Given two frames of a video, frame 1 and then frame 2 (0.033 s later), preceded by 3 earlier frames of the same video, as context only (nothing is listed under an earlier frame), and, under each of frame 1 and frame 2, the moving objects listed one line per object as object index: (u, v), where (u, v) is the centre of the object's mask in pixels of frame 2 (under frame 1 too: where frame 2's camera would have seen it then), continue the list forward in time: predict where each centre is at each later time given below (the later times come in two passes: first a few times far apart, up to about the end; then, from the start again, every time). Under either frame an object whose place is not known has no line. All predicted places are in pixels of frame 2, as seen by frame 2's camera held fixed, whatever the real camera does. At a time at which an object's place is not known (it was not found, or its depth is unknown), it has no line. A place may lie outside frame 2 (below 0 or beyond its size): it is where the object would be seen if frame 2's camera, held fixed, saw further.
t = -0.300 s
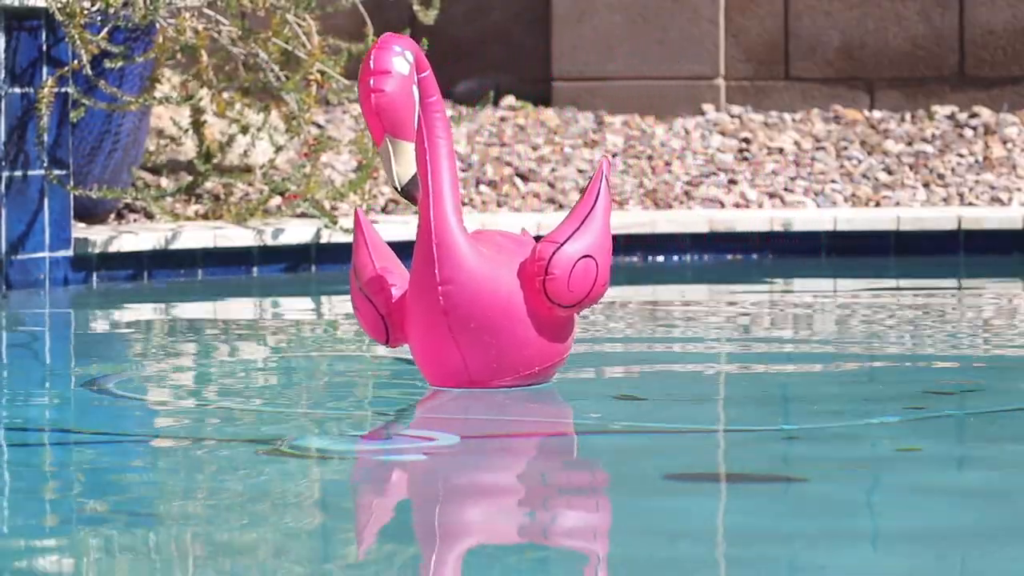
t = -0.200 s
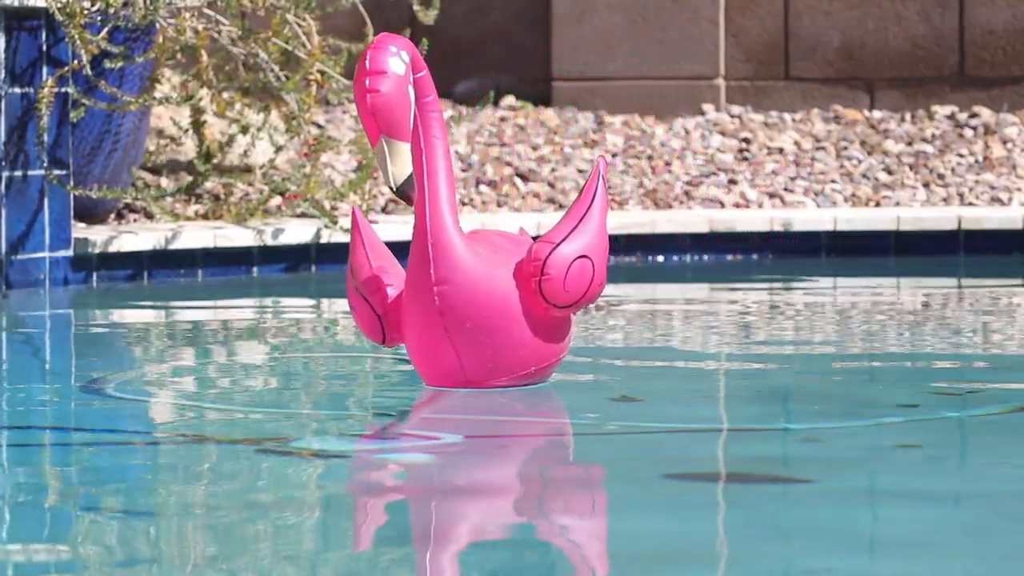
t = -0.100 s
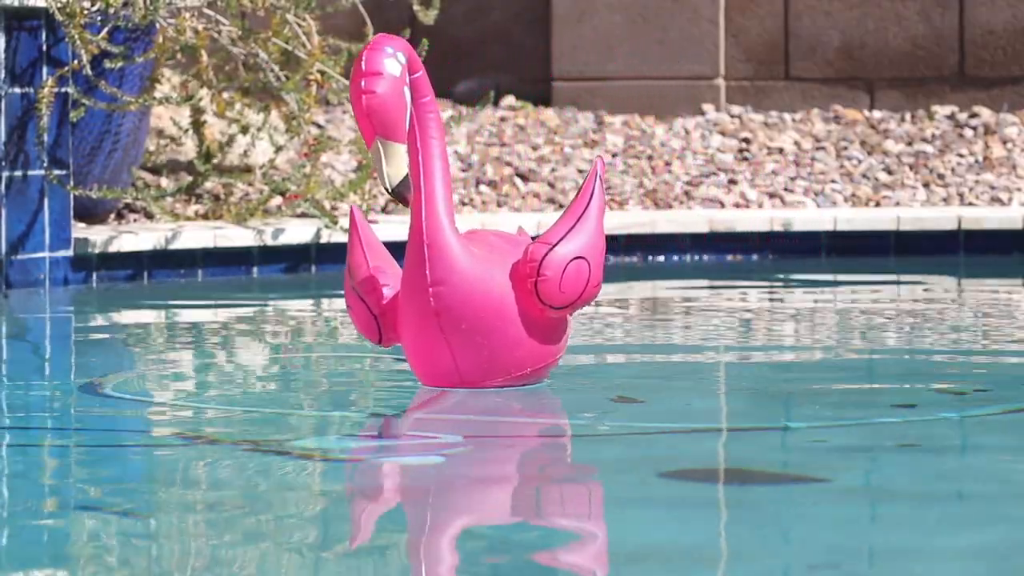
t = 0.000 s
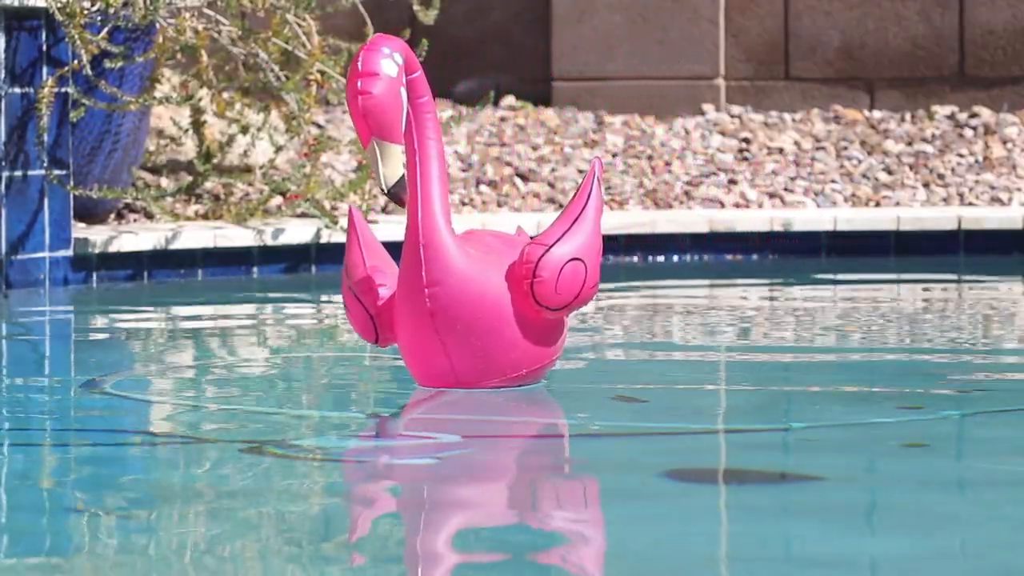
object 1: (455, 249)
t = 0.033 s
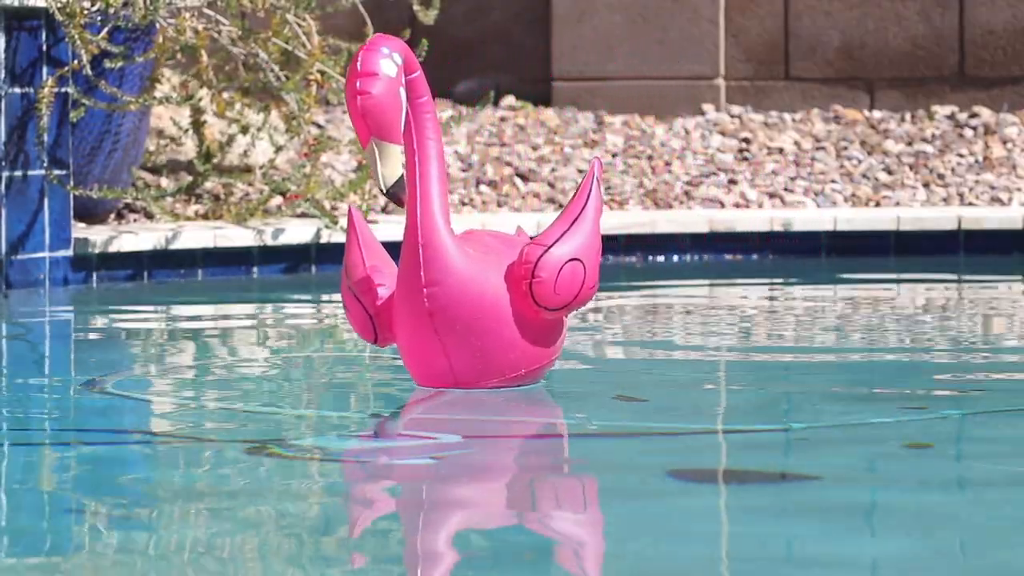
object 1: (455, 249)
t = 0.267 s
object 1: (446, 248)
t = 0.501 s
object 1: (439, 247)
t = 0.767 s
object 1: (428, 247)
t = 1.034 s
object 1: (422, 246)
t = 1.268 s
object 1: (415, 246)
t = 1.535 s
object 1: (407, 247)
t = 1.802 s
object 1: (398, 246)
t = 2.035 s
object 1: (390, 247)
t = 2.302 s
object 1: (381, 247)
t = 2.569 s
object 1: (370, 250)
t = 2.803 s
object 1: (357, 252)
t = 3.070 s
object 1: (339, 256)
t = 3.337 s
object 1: (320, 256)
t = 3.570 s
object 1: (300, 256)
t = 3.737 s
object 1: (284, 256)
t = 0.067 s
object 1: (452, 249)
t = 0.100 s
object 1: (451, 248)
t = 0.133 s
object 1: (450, 248)
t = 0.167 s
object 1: (449, 248)
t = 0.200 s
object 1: (448, 248)
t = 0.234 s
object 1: (448, 248)
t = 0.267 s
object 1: (446, 248)
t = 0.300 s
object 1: (446, 247)
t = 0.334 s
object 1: (443, 247)
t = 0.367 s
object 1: (442, 247)
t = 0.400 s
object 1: (441, 247)
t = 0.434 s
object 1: (440, 247)
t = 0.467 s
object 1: (439, 247)
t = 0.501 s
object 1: (439, 247)
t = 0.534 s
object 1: (437, 247)
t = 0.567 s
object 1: (435, 247)
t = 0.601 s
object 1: (434, 247)
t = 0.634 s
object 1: (434, 247)
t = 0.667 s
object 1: (431, 247)
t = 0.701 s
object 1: (430, 247)
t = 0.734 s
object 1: (429, 247)
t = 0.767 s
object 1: (428, 247)
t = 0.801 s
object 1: (427, 247)
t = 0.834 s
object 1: (426, 247)
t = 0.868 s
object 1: (426, 247)
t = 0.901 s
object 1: (425, 247)
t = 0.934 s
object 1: (423, 247)
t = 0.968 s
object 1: (423, 248)
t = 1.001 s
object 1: (423, 246)
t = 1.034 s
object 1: (422, 246)
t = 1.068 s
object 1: (421, 247)
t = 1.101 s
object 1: (420, 247)
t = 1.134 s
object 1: (420, 247)
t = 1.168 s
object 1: (418, 245)
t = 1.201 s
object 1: (418, 245)
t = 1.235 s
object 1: (416, 247)
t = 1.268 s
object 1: (415, 246)
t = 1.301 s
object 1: (415, 246)
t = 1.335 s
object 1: (415, 246)
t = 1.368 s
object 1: (413, 246)
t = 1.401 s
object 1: (413, 246)
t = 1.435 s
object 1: (412, 247)
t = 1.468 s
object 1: (410, 246)
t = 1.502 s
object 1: (409, 247)
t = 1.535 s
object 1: (407, 247)
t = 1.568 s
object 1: (407, 247)
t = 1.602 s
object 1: (406, 247)
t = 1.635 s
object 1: (405, 247)
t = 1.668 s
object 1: (404, 247)
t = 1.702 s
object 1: (403, 247)
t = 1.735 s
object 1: (401, 248)
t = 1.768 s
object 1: (399, 246)
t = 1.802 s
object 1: (398, 246)
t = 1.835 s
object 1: (397, 246)
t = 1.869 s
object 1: (396, 246)
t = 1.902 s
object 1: (394, 246)
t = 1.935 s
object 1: (392, 246)
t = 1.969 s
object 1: (392, 246)
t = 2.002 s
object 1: (391, 246)
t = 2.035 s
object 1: (390, 247)
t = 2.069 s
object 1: (389, 248)
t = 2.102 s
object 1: (387, 247)
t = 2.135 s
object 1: (387, 247)
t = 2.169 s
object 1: (386, 247)
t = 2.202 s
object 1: (385, 247)
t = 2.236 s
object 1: (383, 247)
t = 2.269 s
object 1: (382, 247)
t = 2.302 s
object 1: (381, 247)
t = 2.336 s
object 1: (380, 248)
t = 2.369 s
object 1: (379, 248)
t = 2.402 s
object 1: (377, 248)
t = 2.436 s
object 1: (376, 248)
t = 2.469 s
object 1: (375, 249)
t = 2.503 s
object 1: (373, 249)
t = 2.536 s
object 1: (372, 250)
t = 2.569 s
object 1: (370, 250)
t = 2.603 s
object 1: (368, 250)
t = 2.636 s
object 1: (367, 251)
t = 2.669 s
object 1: (365, 251)
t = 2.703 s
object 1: (363, 252)
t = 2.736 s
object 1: (361, 252)
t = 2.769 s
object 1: (359, 252)
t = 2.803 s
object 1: (357, 252)
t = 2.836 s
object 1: (355, 253)
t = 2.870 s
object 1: (353, 254)
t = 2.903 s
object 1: (351, 254)
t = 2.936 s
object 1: (349, 254)
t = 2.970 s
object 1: (346, 254)
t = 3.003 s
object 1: (344, 255)
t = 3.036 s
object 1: (342, 255)
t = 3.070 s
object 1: (339, 256)
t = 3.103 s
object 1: (337, 256)
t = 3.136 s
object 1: (335, 256)
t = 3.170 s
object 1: (333, 256)
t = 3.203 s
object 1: (330, 256)
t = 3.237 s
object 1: (327, 256)
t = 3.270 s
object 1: (325, 256)
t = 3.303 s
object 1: (323, 256)
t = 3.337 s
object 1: (320, 256)
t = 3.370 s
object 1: (317, 256)
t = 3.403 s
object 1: (315, 256)
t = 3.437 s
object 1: (312, 256)
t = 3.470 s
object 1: (309, 256)
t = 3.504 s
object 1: (306, 256)
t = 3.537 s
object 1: (303, 256)
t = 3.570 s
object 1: (300, 256)
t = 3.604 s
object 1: (297, 256)
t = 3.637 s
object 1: (293, 256)
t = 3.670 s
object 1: (291, 256)
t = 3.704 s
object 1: (287, 256)
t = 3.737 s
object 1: (284, 256)
